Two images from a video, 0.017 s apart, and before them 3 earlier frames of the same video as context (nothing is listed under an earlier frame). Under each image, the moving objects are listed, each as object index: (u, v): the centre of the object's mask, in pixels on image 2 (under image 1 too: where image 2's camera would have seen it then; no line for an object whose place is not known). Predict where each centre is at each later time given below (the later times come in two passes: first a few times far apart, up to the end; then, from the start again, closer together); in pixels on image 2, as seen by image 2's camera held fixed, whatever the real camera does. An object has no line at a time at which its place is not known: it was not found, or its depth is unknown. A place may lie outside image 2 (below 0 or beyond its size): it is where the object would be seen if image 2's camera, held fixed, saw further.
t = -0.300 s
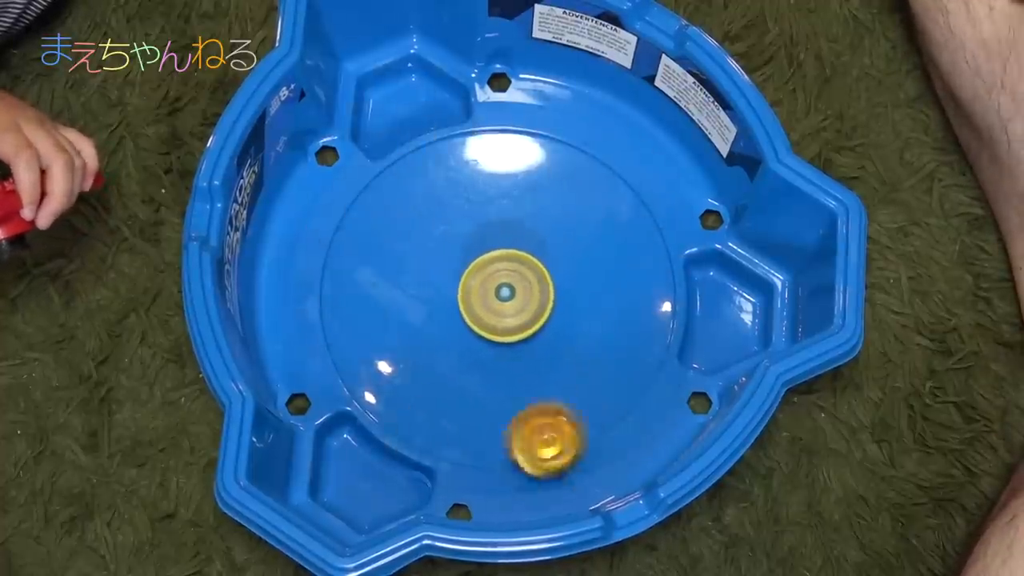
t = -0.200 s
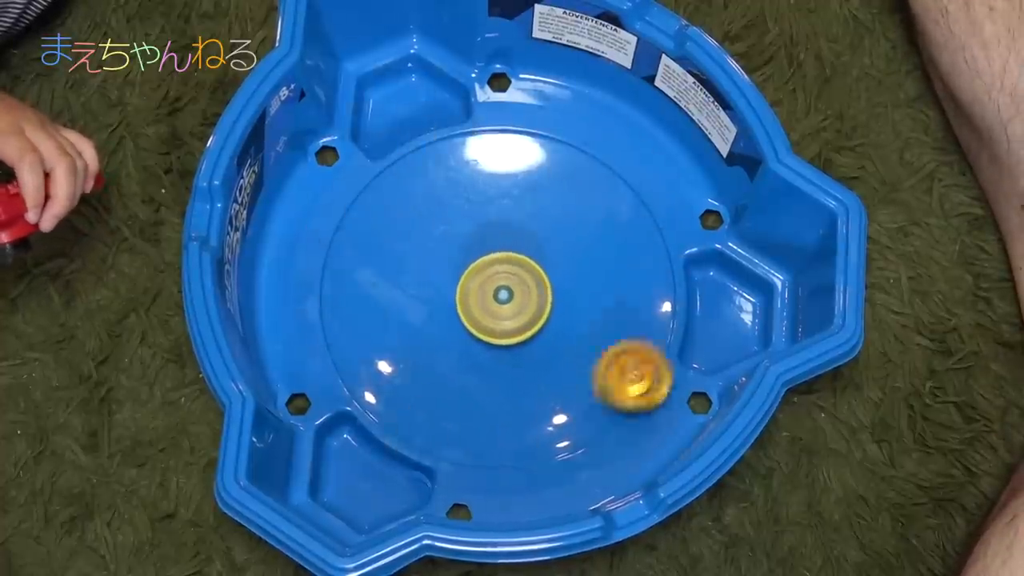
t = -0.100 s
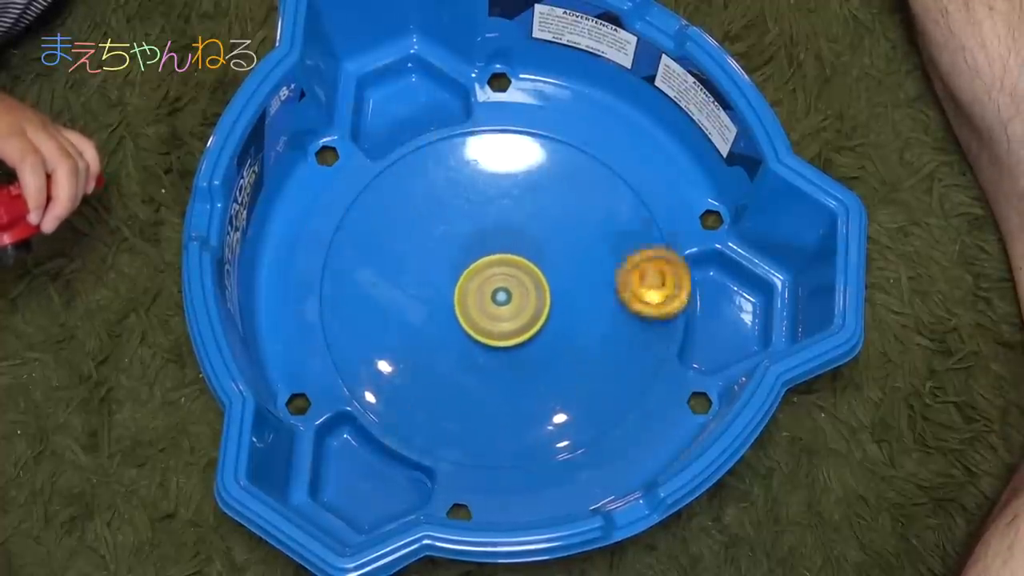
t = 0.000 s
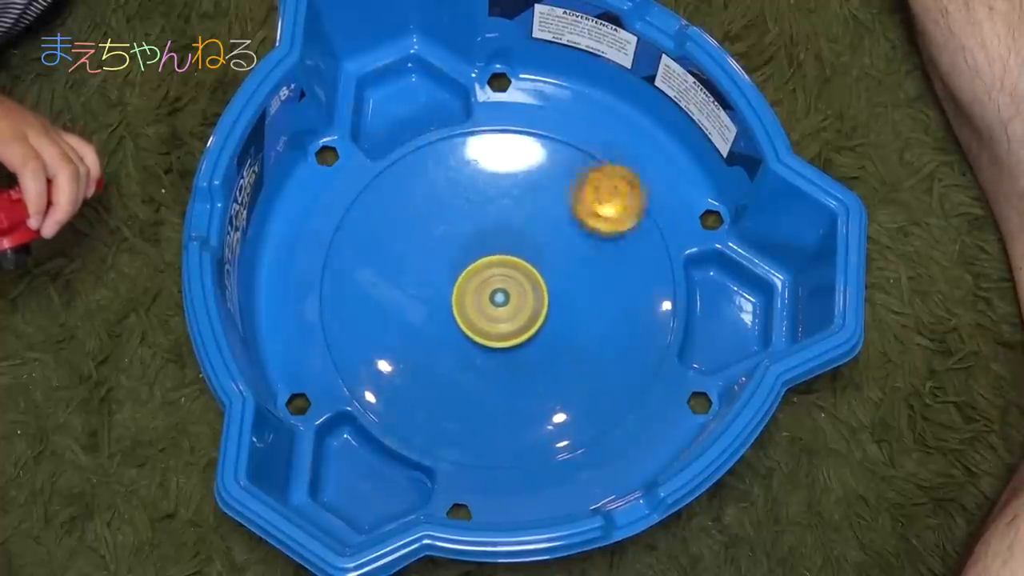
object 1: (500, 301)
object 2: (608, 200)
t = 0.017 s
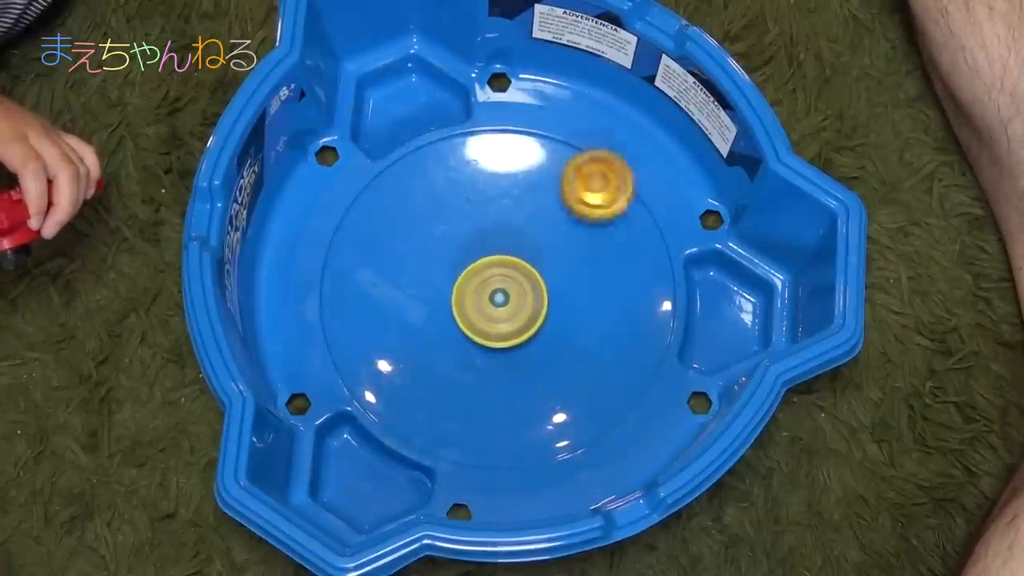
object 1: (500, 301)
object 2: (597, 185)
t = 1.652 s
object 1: (485, 275)
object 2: (461, 386)
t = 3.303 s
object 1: (488, 290)
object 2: (564, 197)
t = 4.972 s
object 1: (497, 281)
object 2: (458, 355)
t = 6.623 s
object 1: (472, 247)
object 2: (558, 260)
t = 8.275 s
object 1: (509, 276)
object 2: (436, 330)
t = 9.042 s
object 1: (521, 299)
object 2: (416, 247)
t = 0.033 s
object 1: (499, 301)
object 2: (580, 174)
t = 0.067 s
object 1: (499, 302)
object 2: (554, 160)
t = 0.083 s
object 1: (498, 302)
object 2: (535, 151)
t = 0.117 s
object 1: (497, 302)
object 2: (503, 147)
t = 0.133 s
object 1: (497, 302)
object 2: (486, 142)
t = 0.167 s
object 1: (496, 302)
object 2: (448, 148)
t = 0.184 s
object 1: (495, 302)
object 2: (435, 150)
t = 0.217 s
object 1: (495, 302)
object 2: (399, 165)
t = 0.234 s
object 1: (494, 302)
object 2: (388, 172)
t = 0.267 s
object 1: (493, 302)
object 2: (358, 194)
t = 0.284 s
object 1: (493, 302)
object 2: (351, 208)
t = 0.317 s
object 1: (492, 302)
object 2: (338, 239)
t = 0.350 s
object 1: (491, 302)
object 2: (336, 275)
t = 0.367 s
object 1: (491, 302)
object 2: (334, 291)
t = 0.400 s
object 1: (490, 301)
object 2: (340, 326)
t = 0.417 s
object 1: (489, 301)
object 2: (344, 341)
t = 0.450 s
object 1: (488, 301)
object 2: (362, 371)
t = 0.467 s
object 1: (488, 300)
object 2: (374, 382)
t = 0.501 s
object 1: (487, 300)
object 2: (397, 404)
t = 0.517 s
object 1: (486, 299)
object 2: (414, 411)
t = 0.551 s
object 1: (485, 299)
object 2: (438, 422)
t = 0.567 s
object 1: (485, 299)
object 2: (456, 424)
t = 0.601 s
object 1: (484, 298)
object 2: (481, 426)
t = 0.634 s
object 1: (483, 298)
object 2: (512, 419)
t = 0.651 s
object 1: (483, 298)
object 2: (522, 416)
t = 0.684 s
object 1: (482, 297)
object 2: (550, 402)
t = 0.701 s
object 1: (482, 297)
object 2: (558, 397)
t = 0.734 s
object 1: (481, 296)
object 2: (580, 378)
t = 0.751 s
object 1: (481, 296)
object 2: (585, 370)
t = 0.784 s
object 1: (480, 295)
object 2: (602, 346)
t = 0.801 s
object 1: (480, 294)
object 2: (605, 335)
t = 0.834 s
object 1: (480, 294)
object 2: (616, 308)
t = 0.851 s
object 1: (480, 293)
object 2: (615, 296)
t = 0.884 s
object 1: (480, 293)
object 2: (619, 269)
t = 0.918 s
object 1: (480, 292)
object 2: (618, 249)
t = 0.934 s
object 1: (480, 292)
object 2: (614, 234)
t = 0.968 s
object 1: (480, 291)
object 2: (608, 217)
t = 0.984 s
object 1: (479, 290)
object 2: (600, 203)
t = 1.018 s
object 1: (479, 289)
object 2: (590, 189)
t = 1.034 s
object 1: (479, 289)
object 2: (580, 178)
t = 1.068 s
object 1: (479, 288)
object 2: (566, 168)
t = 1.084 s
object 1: (479, 288)
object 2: (553, 160)
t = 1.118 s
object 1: (479, 287)
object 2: (537, 155)
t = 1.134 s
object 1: (479, 287)
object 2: (523, 150)
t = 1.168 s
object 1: (479, 286)
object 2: (505, 151)
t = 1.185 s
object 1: (479, 285)
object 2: (491, 149)
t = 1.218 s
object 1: (478, 284)
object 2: (471, 156)
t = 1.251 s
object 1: (478, 284)
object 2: (445, 165)
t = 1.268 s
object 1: (479, 283)
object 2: (439, 169)
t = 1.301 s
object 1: (479, 282)
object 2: (418, 185)
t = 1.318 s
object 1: (479, 282)
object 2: (413, 192)
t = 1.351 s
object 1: (480, 281)
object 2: (396, 213)
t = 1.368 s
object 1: (480, 280)
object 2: (394, 222)
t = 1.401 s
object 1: (480, 279)
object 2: (383, 247)
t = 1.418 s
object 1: (480, 279)
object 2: (383, 256)
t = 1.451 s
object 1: (481, 278)
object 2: (381, 282)
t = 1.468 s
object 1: (482, 278)
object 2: (384, 292)
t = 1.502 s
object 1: (482, 277)
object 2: (389, 317)
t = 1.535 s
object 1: (482, 277)
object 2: (397, 335)
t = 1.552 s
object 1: (483, 276)
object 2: (406, 346)
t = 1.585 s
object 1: (483, 276)
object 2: (419, 361)
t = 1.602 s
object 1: (484, 276)
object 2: (431, 370)
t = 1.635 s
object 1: (484, 275)
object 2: (447, 381)
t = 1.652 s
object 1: (485, 275)
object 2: (461, 386)
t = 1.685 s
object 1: (485, 275)
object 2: (480, 393)
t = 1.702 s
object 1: (485, 275)
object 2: (495, 394)
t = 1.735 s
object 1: (486, 275)
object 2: (514, 397)
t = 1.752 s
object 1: (487, 275)
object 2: (528, 394)
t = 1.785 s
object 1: (487, 275)
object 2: (547, 393)
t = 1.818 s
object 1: (488, 275)
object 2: (564, 383)
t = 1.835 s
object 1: (489, 275)
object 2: (577, 379)
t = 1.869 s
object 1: (490, 275)
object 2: (590, 367)
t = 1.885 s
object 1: (491, 275)
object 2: (600, 358)
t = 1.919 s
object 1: (492, 275)
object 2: (609, 344)
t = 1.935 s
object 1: (492, 276)
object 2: (615, 332)
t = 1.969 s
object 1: (493, 276)
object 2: (621, 315)
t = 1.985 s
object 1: (494, 276)
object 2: (620, 302)
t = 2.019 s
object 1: (495, 276)
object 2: (623, 284)
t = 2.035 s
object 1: (496, 276)
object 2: (616, 273)
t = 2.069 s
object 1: (496, 276)
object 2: (613, 252)
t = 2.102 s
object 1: (498, 277)
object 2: (603, 237)
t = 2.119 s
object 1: (498, 277)
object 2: (592, 226)
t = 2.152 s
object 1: (499, 277)
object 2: (580, 211)
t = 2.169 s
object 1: (500, 277)
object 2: (567, 207)
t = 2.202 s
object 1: (500, 278)
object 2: (549, 194)
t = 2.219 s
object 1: (501, 278)
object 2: (538, 194)
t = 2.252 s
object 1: (502, 278)
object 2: (515, 188)
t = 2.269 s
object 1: (502, 278)
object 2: (506, 189)
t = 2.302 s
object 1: (503, 279)
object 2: (482, 188)
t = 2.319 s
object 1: (503, 279)
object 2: (475, 190)
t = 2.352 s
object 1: (504, 280)
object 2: (451, 195)
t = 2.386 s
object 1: (504, 280)
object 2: (430, 204)
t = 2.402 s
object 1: (504, 281)
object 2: (424, 211)
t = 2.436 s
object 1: (505, 281)
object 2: (404, 226)
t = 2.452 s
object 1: (505, 282)
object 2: (402, 232)
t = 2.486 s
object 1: (505, 282)
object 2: (388, 250)
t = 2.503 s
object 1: (505, 283)
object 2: (385, 256)
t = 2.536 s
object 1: (506, 284)
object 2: (378, 277)
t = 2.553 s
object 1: (506, 284)
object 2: (373, 284)
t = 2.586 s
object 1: (506, 285)
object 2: (375, 304)
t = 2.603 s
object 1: (506, 285)
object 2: (372, 314)
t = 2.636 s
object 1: (507, 286)
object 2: (380, 332)
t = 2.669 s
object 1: (507, 287)
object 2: (390, 351)
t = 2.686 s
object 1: (506, 287)
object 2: (392, 358)
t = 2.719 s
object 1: (506, 288)
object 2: (410, 371)
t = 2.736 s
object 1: (507, 289)
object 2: (415, 379)
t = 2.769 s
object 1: (506, 289)
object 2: (434, 387)
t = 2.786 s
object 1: (506, 289)
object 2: (447, 393)
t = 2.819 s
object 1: (506, 290)
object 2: (466, 396)
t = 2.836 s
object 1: (506, 291)
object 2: (481, 396)
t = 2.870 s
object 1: (505, 291)
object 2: (501, 395)
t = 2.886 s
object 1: (505, 292)
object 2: (513, 389)
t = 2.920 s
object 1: (504, 293)
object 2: (534, 382)
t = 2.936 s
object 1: (504, 293)
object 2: (540, 375)
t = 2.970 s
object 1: (504, 293)
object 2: (558, 361)
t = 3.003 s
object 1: (503, 294)
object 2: (575, 346)
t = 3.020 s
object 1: (501, 292)
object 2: (578, 340)
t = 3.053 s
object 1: (498, 290)
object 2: (591, 322)
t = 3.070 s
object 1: (496, 289)
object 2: (597, 317)
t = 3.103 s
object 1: (495, 289)
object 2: (601, 297)
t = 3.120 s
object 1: (494, 288)
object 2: (607, 286)
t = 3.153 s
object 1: (492, 288)
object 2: (606, 269)
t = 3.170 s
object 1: (492, 288)
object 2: (602, 256)
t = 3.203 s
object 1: (491, 289)
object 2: (600, 238)
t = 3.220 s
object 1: (491, 289)
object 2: (592, 232)
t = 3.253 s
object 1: (489, 290)
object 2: (582, 214)
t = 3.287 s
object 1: (488, 290)
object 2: (571, 199)
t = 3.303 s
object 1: (488, 290)
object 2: (564, 197)
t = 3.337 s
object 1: (487, 291)
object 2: (546, 187)
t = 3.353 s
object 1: (486, 291)
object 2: (541, 182)
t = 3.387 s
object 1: (485, 291)
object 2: (521, 178)
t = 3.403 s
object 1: (485, 291)
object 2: (509, 173)
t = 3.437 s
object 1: (484, 292)
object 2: (490, 176)
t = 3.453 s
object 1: (484, 292)
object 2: (476, 179)
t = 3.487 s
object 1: (483, 292)
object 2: (457, 183)
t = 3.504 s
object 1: (483, 292)
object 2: (451, 191)
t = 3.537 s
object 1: (482, 292)
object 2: (432, 203)
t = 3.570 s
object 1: (481, 292)
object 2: (416, 217)
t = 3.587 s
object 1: (481, 292)
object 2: (414, 225)
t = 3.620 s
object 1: (481, 292)
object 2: (403, 245)
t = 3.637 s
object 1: (481, 291)
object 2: (399, 251)
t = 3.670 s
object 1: (481, 292)
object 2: (396, 272)
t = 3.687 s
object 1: (482, 292)
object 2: (390, 283)
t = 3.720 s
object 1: (484, 292)
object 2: (388, 300)
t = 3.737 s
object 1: (486, 293)
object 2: (391, 311)
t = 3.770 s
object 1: (487, 292)
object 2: (392, 330)
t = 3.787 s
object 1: (487, 292)
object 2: (397, 336)
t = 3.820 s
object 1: (488, 292)
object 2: (406, 353)
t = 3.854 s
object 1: (488, 291)
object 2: (418, 368)
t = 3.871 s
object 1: (488, 291)
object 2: (422, 371)
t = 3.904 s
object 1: (488, 291)
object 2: (441, 381)
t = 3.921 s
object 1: (488, 290)
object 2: (448, 388)
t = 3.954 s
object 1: (488, 290)
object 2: (466, 391)
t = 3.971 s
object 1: (488, 290)
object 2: (481, 391)
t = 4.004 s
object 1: (488, 289)
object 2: (500, 391)
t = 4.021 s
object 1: (488, 289)
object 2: (507, 387)
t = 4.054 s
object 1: (488, 288)
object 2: (527, 379)
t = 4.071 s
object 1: (488, 287)
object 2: (536, 377)
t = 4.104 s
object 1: (488, 287)
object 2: (550, 364)
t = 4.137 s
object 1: (489, 286)
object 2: (562, 347)
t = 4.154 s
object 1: (489, 286)
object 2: (571, 338)
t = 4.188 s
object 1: (489, 285)
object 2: (577, 322)
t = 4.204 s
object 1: (490, 285)
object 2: (575, 310)
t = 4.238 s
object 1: (490, 285)
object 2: (577, 289)
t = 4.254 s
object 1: (490, 284)
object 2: (579, 283)
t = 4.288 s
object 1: (490, 283)
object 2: (576, 265)
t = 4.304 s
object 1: (490, 283)
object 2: (576, 252)
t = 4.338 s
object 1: (490, 283)
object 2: (570, 236)
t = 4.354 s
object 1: (490, 282)
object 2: (562, 231)
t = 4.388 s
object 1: (491, 282)
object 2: (550, 216)
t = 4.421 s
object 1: (491, 281)
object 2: (537, 203)
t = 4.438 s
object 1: (491, 281)
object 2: (535, 199)
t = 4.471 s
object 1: (491, 280)
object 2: (518, 192)
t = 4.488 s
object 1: (492, 280)
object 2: (507, 187)
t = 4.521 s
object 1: (492, 280)
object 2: (490, 183)
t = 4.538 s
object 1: (492, 279)
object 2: (482, 187)
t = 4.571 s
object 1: (493, 279)
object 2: (463, 189)
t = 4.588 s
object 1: (493, 279)
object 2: (457, 188)
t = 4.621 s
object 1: (493, 279)
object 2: (443, 195)
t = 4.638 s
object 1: (493, 280)
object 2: (430, 202)
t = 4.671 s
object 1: (494, 280)
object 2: (417, 214)
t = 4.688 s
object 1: (494, 280)
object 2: (417, 221)
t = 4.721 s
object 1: (495, 280)
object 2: (407, 238)
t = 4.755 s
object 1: (495, 280)
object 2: (402, 256)
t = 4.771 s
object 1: (495, 280)
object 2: (399, 262)
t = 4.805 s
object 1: (495, 280)
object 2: (400, 280)
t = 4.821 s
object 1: (495, 280)
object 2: (403, 293)
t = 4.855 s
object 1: (496, 280)
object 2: (409, 311)
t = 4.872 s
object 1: (496, 280)
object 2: (416, 316)
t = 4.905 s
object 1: (496, 280)
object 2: (427, 331)
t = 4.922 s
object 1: (497, 281)
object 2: (431, 340)
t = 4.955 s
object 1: (497, 281)
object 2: (446, 351)
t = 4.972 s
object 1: (497, 281)
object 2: (458, 355)
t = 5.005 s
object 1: (497, 281)
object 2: (476, 363)
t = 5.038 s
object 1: (498, 282)
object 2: (494, 367)
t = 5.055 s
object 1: (498, 282)
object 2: (499, 367)
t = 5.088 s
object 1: (499, 283)
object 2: (517, 366)
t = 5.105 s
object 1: (499, 283)
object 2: (530, 367)
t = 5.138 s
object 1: (499, 284)
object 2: (547, 361)
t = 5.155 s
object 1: (499, 284)
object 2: (552, 355)
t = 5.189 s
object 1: (500, 285)
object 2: (567, 346)
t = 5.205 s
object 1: (500, 285)
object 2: (575, 343)
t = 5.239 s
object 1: (500, 286)
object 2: (586, 330)
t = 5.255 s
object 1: (500, 286)
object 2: (587, 319)
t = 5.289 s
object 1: (500, 287)
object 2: (593, 304)
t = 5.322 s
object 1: (500, 287)
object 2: (596, 288)
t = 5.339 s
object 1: (501, 288)
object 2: (598, 284)
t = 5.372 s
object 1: (501, 288)
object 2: (596, 268)
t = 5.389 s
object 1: (501, 288)
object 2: (590, 256)
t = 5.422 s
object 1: (501, 289)
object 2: (582, 242)
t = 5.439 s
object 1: (501, 289)
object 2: (580, 239)
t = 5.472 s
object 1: (501, 290)
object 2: (567, 227)
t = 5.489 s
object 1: (500, 290)
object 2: (557, 219)
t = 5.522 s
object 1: (500, 291)
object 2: (541, 211)
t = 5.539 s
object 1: (500, 291)
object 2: (536, 211)
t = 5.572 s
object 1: (500, 292)
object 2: (518, 208)
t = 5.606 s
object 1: (500, 293)
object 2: (500, 206)
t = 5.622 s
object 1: (500, 293)
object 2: (488, 205)
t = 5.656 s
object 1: (499, 294)
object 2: (470, 209)
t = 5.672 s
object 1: (499, 294)
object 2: (464, 214)
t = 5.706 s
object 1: (499, 295)
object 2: (448, 222)
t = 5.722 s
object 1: (498, 295)
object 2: (438, 225)
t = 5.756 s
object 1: (498, 295)
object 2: (425, 236)
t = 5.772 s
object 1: (498, 296)
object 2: (422, 245)
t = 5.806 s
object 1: (497, 296)
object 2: (413, 260)
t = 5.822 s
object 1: (497, 296)
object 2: (406, 265)
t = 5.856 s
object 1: (497, 296)
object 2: (402, 281)
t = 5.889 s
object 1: (496, 297)
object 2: (401, 297)
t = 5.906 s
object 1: (496, 297)
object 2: (405, 307)
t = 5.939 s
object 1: (495, 297)
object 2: (409, 323)
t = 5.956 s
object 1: (495, 297)
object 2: (409, 329)
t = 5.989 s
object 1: (494, 297)
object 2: (418, 343)
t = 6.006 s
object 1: (495, 296)
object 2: (428, 350)
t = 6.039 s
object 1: (496, 294)
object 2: (438, 362)
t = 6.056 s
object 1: (498, 293)
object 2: (440, 368)
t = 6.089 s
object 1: (499, 292)
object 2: (453, 377)
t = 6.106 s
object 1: (499, 291)
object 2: (465, 378)
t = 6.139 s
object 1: (499, 291)
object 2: (480, 381)
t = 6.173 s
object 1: (498, 290)
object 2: (495, 381)
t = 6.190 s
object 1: (498, 290)
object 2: (501, 382)
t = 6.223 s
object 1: (497, 289)
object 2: (517, 376)
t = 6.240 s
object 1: (497, 289)
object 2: (524, 369)
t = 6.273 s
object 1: (496, 287)
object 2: (536, 362)
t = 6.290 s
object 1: (493, 280)
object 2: (548, 365)
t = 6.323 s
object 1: (490, 269)
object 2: (563, 362)
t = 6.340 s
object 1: (487, 264)
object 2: (565, 361)
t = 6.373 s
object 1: (485, 256)
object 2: (576, 354)
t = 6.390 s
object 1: (483, 254)
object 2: (582, 346)
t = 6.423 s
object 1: (482, 250)
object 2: (586, 335)
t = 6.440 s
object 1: (480, 248)
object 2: (592, 332)
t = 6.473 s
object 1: (479, 248)
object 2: (593, 316)
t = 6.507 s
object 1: (477, 248)
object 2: (590, 301)
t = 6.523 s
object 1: (477, 247)
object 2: (586, 297)
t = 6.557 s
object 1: (476, 247)
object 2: (579, 283)
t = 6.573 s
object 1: (476, 247)
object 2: (570, 274)
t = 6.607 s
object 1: (474, 247)
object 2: (558, 265)
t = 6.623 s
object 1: (472, 247)
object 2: (558, 260)
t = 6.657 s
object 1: (458, 243)
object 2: (559, 255)
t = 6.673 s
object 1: (451, 242)
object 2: (561, 258)
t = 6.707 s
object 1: (440, 240)
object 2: (566, 254)
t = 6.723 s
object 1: (436, 240)
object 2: (563, 256)
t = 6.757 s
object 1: (430, 239)
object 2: (566, 254)
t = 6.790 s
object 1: (428, 241)
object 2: (566, 252)
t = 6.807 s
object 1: (427, 242)
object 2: (561, 252)
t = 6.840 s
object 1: (428, 244)
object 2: (561, 252)
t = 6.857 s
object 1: (429, 246)
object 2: (557, 250)
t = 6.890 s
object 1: (431, 248)
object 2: (551, 256)
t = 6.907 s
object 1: (432, 250)
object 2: (552, 255)
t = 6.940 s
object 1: (435, 253)
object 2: (541, 258)
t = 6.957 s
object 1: (436, 255)
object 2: (541, 263)
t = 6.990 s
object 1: (440, 258)
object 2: (534, 268)
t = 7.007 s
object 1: (442, 260)
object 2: (529, 275)
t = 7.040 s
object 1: (425, 255)
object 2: (548, 289)
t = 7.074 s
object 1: (411, 251)
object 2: (561, 302)
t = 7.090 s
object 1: (404, 249)
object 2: (571, 310)
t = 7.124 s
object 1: (396, 248)
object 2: (580, 317)
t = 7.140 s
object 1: (392, 248)
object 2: (587, 323)
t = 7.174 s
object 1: (391, 248)
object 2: (593, 327)
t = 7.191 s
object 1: (390, 249)
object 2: (599, 333)
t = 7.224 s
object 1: (392, 251)
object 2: (603, 335)
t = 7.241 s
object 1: (394, 253)
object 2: (607, 340)
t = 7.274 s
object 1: (399, 255)
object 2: (610, 341)
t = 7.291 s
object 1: (402, 258)
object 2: (613, 344)
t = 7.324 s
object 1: (408, 261)
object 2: (614, 344)
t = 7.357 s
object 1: (417, 265)
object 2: (610, 347)
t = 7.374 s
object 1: (421, 268)
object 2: (613, 345)
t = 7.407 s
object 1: (430, 271)
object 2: (605, 346)
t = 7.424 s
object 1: (435, 274)
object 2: (605, 342)
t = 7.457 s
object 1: (444, 278)
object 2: (593, 344)
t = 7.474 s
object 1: (450, 281)
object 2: (592, 339)
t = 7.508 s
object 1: (459, 284)
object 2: (578, 341)
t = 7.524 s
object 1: (465, 286)
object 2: (574, 336)
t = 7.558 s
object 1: (474, 289)
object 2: (558, 338)
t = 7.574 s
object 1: (479, 290)
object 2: (556, 335)
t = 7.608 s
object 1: (479, 285)
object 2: (549, 344)
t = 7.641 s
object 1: (478, 280)
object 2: (546, 349)
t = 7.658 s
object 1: (479, 278)
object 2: (540, 352)
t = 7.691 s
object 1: (480, 276)
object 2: (535, 355)
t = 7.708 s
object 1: (480, 274)
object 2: (529, 358)
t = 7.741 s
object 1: (482, 273)
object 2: (524, 359)
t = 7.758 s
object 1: (482, 273)
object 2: (518, 362)
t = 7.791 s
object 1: (484, 272)
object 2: (512, 361)
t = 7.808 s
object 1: (485, 272)
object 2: (507, 364)
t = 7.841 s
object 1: (486, 272)
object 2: (500, 362)
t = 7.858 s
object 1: (488, 273)
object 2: (496, 364)
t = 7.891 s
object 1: (489, 273)
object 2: (487, 361)
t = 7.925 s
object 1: (491, 273)
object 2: (480, 362)
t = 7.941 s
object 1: (492, 274)
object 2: (475, 359)
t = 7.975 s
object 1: (493, 274)
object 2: (471, 359)
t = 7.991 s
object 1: (494, 275)
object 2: (466, 356)
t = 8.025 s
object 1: (496, 275)
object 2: (462, 354)
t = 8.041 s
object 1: (497, 274)
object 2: (457, 353)
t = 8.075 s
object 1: (500, 274)
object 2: (454, 352)
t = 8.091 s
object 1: (500, 274)
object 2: (449, 351)
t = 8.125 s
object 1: (502, 274)
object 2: (448, 348)
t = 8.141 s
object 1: (502, 274)
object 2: (445, 349)
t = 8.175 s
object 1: (504, 275)
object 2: (443, 342)
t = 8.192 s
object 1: (504, 276)
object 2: (443, 343)
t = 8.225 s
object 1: (505, 276)
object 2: (440, 335)
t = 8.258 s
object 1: (507, 276)
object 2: (439, 333)
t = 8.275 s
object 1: (509, 276)
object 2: (436, 330)
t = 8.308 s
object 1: (511, 276)
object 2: (436, 329)
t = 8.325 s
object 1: (513, 276)
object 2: (431, 326)
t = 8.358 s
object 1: (513, 276)
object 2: (433, 321)
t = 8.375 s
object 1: (513, 276)
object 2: (431, 319)
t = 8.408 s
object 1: (514, 277)
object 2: (430, 311)
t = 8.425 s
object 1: (513, 278)
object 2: (430, 312)
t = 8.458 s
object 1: (513, 279)
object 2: (428, 303)
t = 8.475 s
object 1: (514, 279)
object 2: (429, 301)
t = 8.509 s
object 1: (519, 280)
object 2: (420, 298)
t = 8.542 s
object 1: (522, 280)
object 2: (419, 295)
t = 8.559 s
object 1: (522, 281)
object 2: (414, 294)
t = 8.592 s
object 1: (523, 282)
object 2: (412, 288)
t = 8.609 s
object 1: (523, 282)
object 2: (410, 290)
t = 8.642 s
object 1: (522, 283)
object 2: (405, 285)
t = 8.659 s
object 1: (522, 283)
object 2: (409, 284)
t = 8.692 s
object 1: (520, 284)
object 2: (407, 284)
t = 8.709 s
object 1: (518, 285)
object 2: (407, 280)
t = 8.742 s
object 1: (517, 286)
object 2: (412, 282)
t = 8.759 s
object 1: (516, 287)
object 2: (413, 280)
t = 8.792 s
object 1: (513, 288)
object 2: (421, 279)
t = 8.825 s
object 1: (511, 288)
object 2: (424, 274)
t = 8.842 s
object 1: (513, 289)
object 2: (427, 271)
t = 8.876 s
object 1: (518, 292)
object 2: (423, 268)
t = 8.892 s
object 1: (521, 293)
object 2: (419, 263)
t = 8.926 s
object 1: (524, 295)
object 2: (420, 260)
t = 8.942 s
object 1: (523, 296)
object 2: (416, 259)
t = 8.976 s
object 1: (524, 297)
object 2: (416, 252)
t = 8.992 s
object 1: (523, 299)
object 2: (417, 253)
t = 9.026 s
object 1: (521, 299)
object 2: (413, 250)
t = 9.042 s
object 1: (521, 299)
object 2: (416, 247)
